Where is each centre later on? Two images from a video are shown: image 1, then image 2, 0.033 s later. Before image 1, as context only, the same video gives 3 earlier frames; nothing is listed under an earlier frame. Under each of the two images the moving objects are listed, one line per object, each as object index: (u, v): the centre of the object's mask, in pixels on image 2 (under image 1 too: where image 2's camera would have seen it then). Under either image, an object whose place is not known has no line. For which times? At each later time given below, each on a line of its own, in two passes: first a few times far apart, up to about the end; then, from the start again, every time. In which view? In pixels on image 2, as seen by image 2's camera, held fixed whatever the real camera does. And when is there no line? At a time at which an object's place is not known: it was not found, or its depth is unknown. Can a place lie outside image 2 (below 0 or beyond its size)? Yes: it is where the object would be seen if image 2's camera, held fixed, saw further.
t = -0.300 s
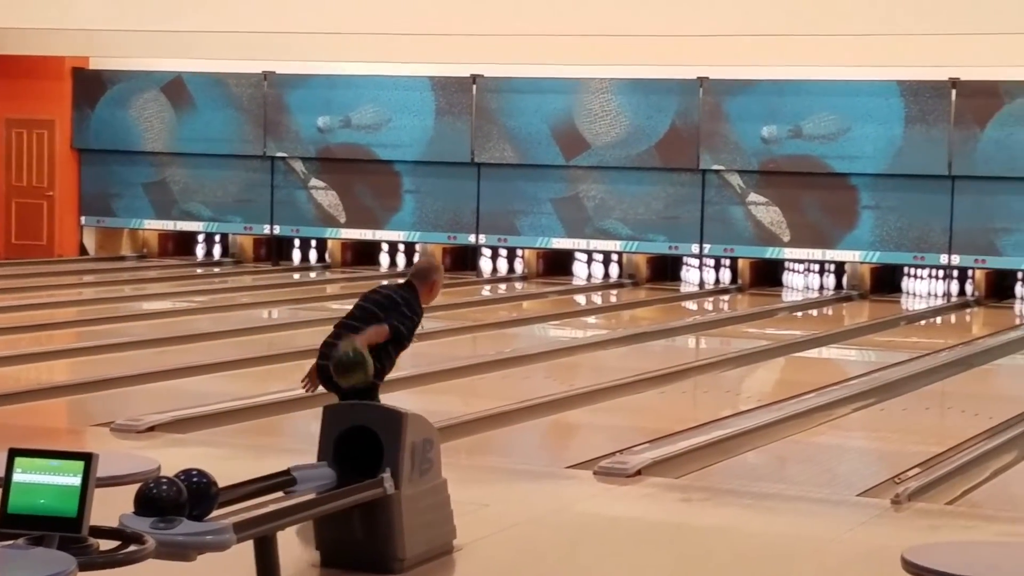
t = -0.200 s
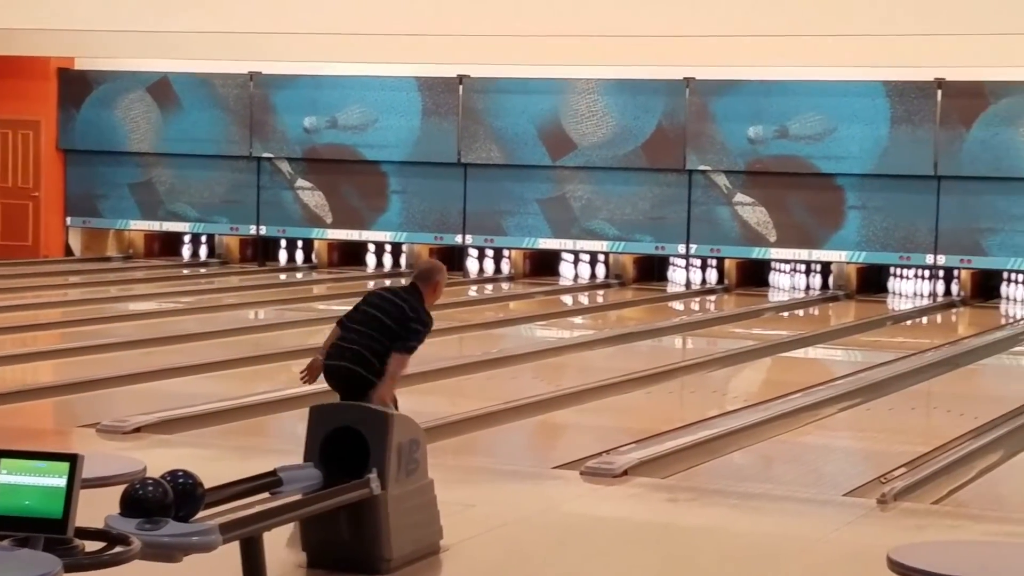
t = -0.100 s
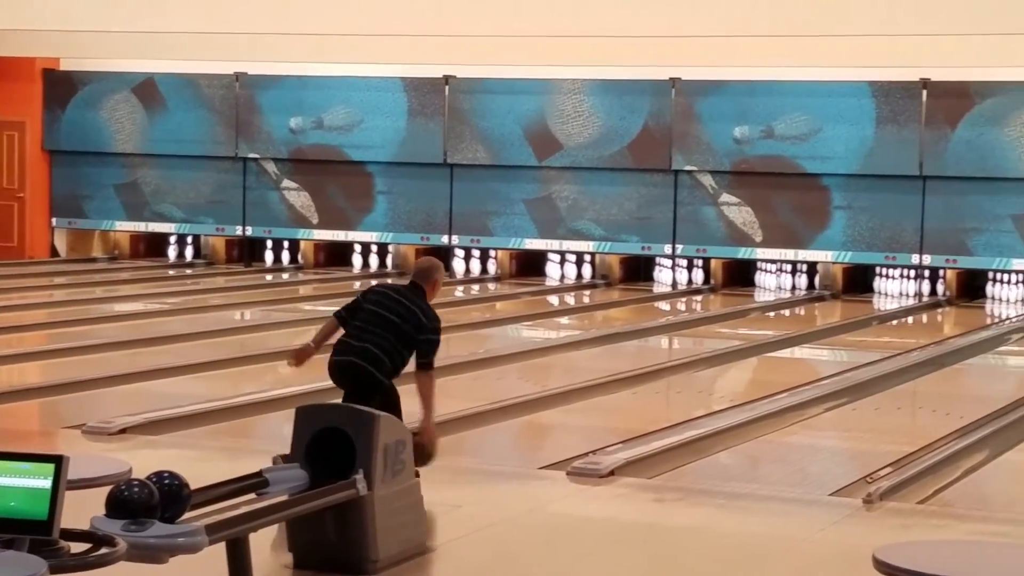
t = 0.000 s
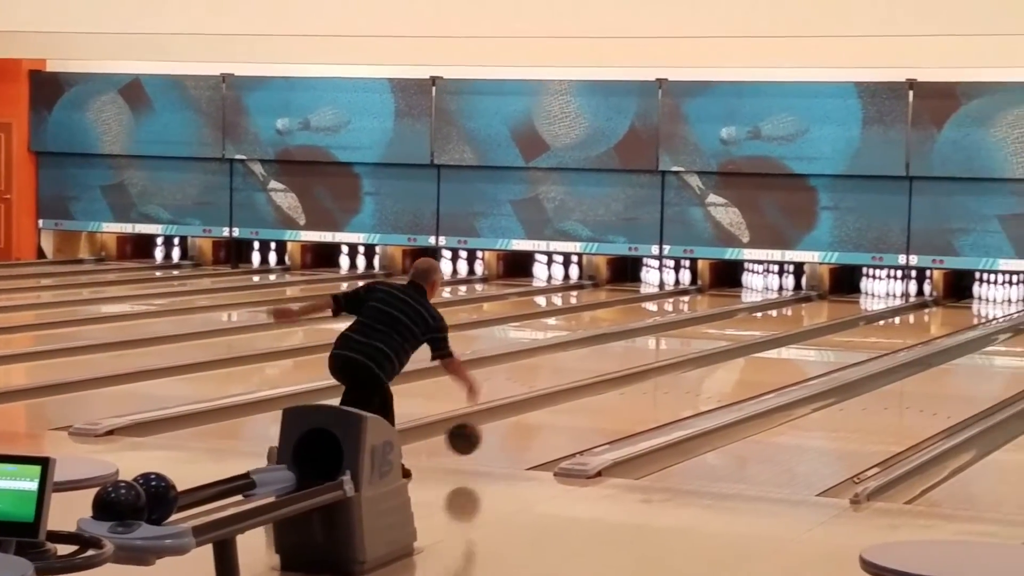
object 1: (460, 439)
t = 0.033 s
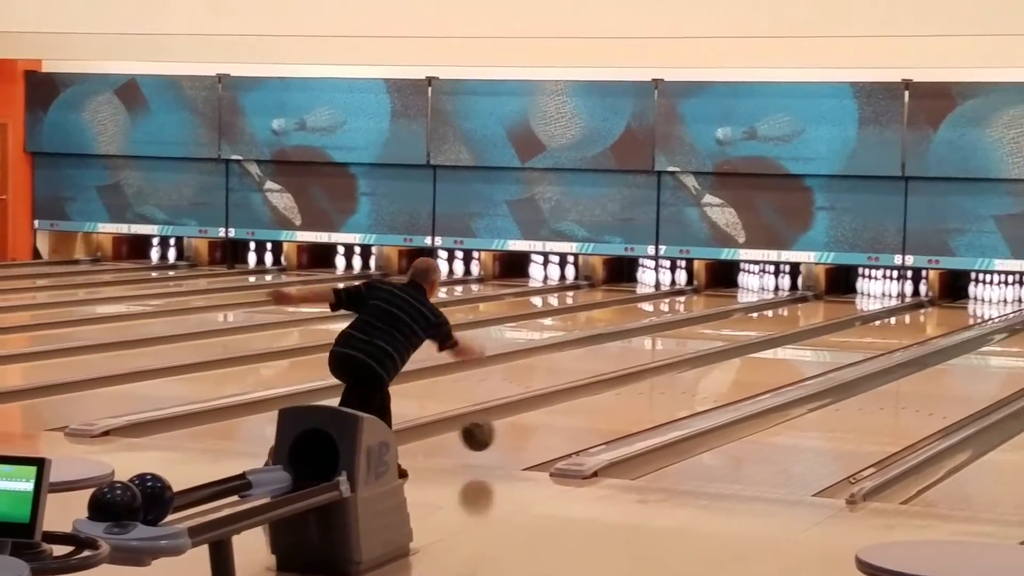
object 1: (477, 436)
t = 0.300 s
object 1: (599, 414)
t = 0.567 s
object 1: (694, 389)
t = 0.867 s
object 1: (776, 366)
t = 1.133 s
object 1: (835, 349)
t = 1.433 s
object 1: (889, 335)
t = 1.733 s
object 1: (934, 321)
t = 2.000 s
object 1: (964, 315)
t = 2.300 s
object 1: (992, 304)
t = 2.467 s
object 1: (1003, 300)
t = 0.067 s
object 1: (495, 434)
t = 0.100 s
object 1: (512, 432)
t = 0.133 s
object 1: (527, 433)
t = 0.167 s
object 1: (543, 429)
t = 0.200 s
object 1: (558, 425)
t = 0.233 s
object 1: (572, 422)
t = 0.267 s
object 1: (586, 418)
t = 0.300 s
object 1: (599, 414)
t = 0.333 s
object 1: (613, 411)
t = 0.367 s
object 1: (625, 408)
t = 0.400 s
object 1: (638, 404)
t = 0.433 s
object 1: (649, 401)
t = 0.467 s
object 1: (661, 398)
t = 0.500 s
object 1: (672, 394)
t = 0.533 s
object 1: (683, 391)
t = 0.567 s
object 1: (694, 389)
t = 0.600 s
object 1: (704, 386)
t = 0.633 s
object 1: (714, 383)
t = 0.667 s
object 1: (723, 381)
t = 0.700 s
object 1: (733, 378)
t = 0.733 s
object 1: (742, 376)
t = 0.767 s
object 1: (751, 373)
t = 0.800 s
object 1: (760, 371)
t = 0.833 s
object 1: (768, 368)
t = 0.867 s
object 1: (776, 366)
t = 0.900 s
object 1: (785, 363)
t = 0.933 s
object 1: (792, 361)
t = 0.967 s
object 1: (800, 359)
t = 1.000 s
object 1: (807, 357)
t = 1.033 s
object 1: (815, 355)
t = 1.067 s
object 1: (822, 353)
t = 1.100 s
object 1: (829, 351)
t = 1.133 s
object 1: (835, 349)
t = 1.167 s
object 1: (842, 347)
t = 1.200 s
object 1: (849, 346)
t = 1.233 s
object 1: (855, 344)
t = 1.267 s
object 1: (861, 343)
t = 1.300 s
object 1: (867, 341)
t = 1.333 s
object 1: (873, 339)
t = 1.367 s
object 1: (878, 337)
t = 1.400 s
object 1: (883, 336)
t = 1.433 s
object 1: (889, 335)
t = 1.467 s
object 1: (895, 333)
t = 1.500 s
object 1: (898, 332)
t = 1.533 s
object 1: (905, 330)
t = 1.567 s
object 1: (910, 328)
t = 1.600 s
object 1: (915, 327)
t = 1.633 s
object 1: (920, 326)
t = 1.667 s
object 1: (924, 325)
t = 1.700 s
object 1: (929, 324)
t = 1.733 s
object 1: (934, 321)
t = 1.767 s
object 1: (937, 321)
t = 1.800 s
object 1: (941, 319)
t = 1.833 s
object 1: (946, 318)
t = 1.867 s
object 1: (950, 317)
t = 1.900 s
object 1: (954, 316)
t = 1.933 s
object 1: (957, 316)
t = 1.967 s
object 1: (962, 314)
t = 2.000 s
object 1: (964, 315)
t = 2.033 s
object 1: (969, 313)
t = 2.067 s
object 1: (972, 311)
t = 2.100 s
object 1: (975, 310)
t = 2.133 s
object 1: (978, 309)
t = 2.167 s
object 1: (981, 308)
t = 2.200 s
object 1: (982, 308)
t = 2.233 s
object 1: (987, 306)
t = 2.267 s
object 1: (989, 305)
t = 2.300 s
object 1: (992, 304)
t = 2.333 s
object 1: (995, 303)
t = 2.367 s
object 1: (997, 302)
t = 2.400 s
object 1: (999, 301)
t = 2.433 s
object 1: (1001, 301)
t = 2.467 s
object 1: (1003, 300)
